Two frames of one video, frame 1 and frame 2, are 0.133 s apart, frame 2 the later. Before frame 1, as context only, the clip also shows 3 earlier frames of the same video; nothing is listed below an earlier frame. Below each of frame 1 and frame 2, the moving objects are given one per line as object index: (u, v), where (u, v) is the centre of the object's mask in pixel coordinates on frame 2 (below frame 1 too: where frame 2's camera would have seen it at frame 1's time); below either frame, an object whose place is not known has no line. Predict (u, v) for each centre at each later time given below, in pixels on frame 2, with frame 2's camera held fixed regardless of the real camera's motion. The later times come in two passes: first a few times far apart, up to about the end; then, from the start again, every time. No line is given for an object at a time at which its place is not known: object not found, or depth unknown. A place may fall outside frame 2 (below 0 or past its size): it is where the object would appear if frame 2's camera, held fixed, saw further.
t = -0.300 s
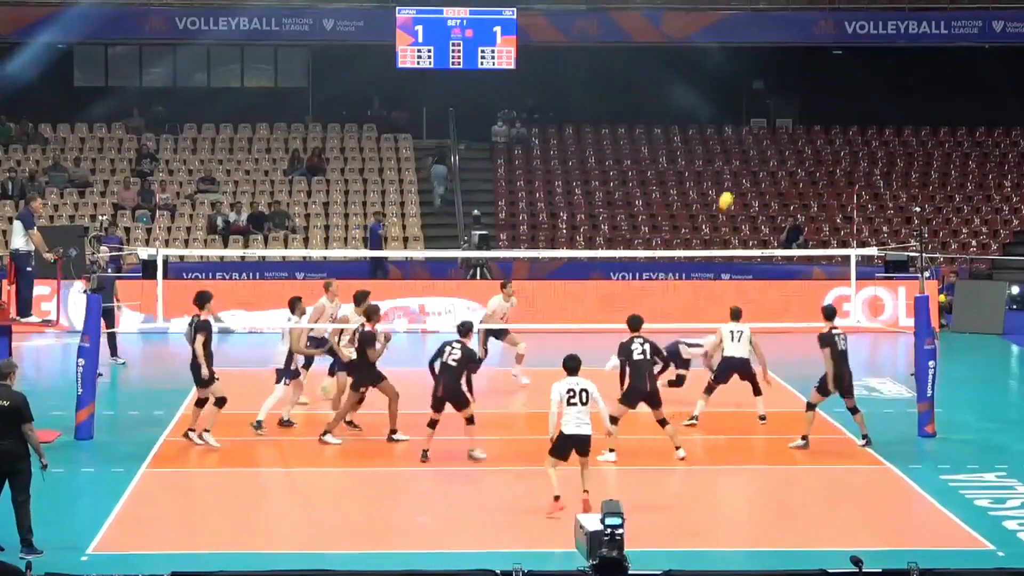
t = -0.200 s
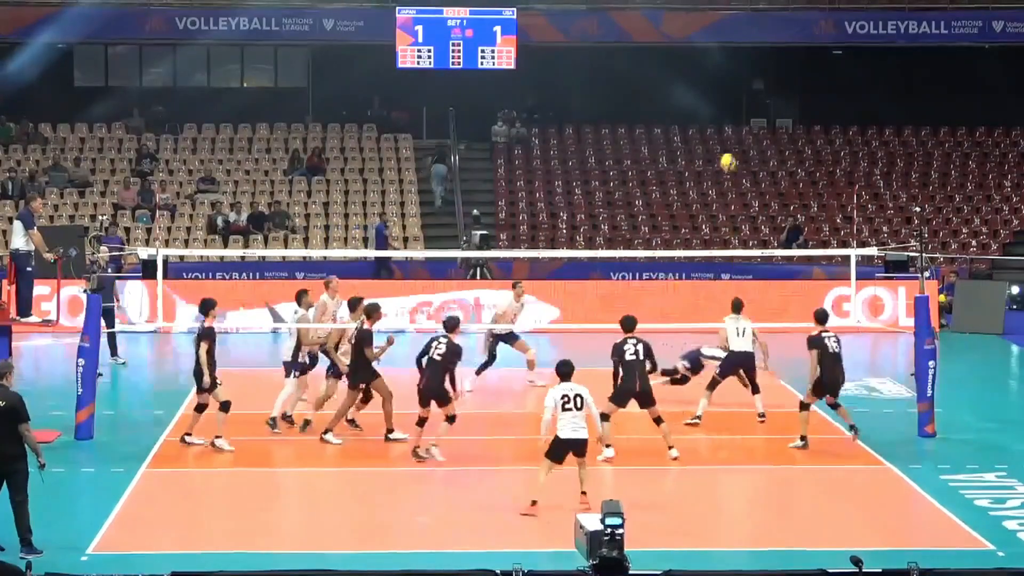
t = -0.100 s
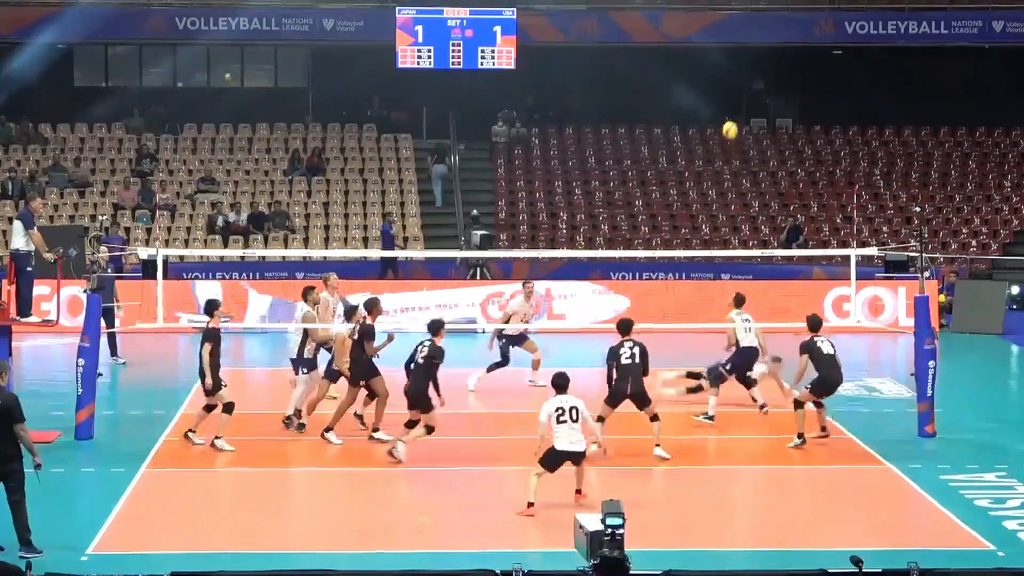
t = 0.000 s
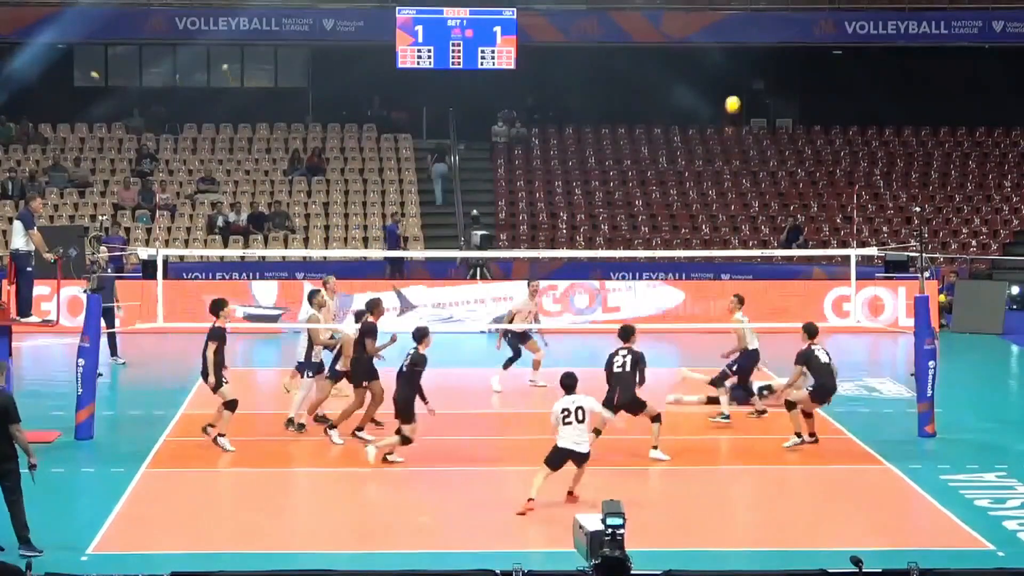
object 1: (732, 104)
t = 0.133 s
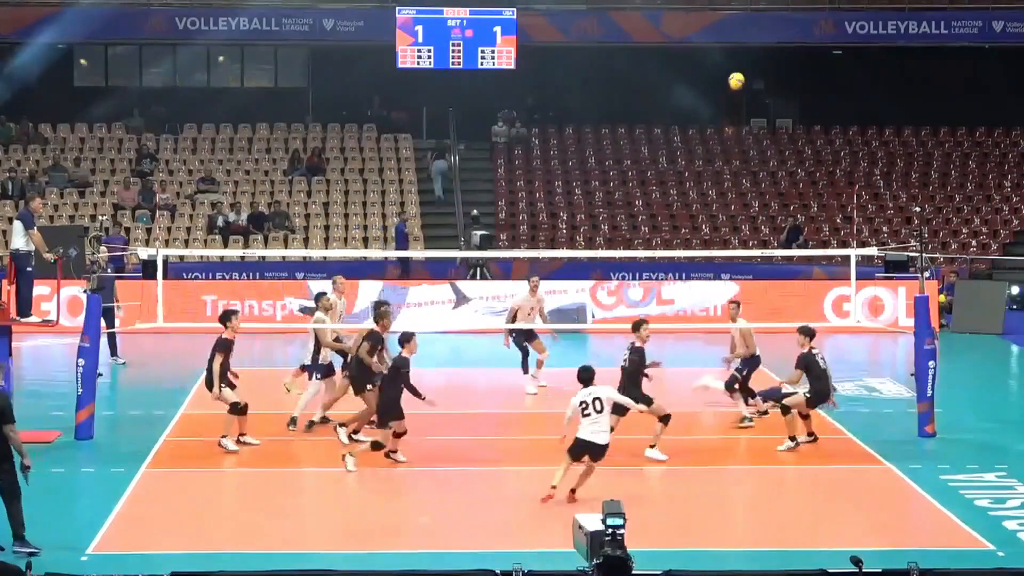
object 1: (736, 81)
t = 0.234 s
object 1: (739, 72)
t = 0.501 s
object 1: (748, 85)
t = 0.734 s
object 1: (756, 142)
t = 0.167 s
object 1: (737, 77)
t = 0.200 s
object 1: (738, 74)
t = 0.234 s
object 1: (739, 72)
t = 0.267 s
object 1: (741, 70)
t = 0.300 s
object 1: (741, 70)
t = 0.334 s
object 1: (742, 70)
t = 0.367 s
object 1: (743, 71)
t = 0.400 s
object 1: (745, 73)
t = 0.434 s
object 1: (746, 76)
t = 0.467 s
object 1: (747, 80)
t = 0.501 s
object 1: (748, 85)
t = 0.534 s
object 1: (749, 90)
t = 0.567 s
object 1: (750, 96)
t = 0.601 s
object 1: (751, 104)
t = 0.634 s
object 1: (752, 112)
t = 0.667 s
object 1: (753, 121)
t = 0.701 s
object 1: (754, 131)
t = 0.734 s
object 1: (756, 142)
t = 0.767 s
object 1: (757, 154)
